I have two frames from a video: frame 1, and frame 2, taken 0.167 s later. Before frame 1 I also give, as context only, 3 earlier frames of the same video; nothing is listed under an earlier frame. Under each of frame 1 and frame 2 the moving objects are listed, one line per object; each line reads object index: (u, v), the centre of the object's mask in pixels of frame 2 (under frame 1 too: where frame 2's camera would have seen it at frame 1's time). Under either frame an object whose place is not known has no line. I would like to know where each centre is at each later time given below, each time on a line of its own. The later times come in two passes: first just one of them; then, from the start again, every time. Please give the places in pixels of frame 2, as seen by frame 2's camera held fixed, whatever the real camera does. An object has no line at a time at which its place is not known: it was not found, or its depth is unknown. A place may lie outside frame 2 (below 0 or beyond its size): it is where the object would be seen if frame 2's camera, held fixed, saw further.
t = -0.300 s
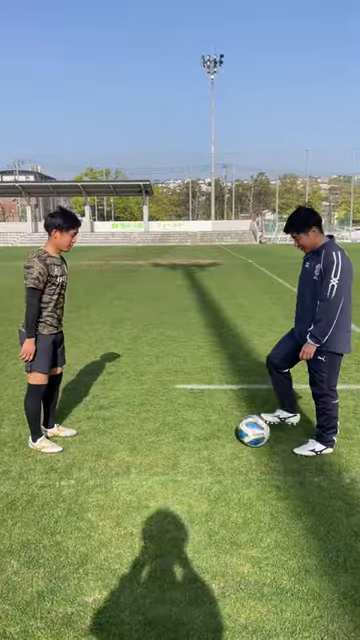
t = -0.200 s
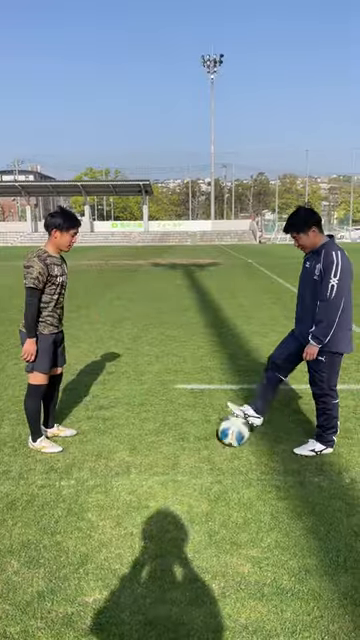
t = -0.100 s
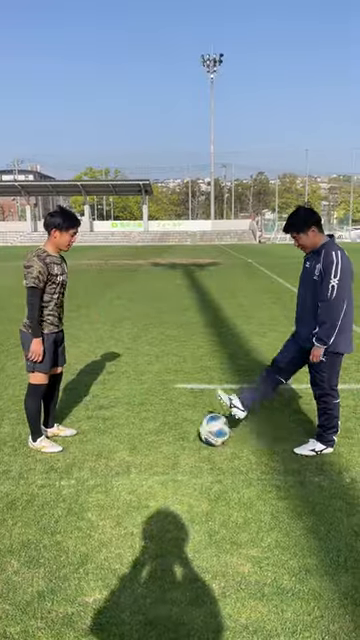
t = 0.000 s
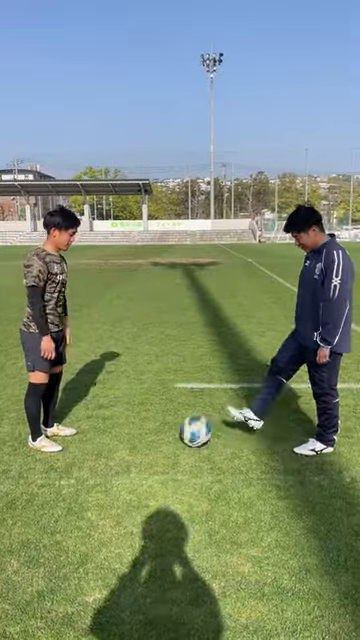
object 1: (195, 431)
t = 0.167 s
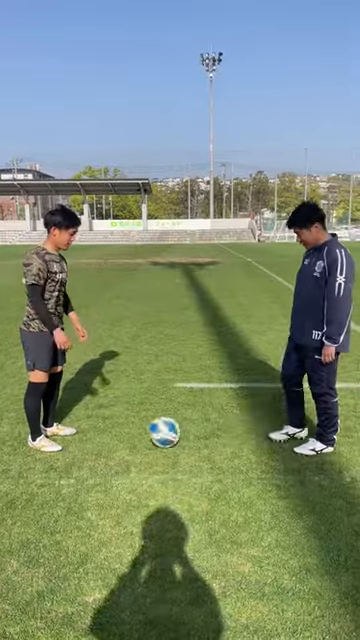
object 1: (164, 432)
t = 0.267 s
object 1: (146, 433)
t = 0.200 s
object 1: (158, 433)
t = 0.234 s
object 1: (152, 432)
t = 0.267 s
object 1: (146, 433)
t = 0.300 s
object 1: (140, 434)
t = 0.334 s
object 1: (135, 434)
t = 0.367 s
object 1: (129, 434)
